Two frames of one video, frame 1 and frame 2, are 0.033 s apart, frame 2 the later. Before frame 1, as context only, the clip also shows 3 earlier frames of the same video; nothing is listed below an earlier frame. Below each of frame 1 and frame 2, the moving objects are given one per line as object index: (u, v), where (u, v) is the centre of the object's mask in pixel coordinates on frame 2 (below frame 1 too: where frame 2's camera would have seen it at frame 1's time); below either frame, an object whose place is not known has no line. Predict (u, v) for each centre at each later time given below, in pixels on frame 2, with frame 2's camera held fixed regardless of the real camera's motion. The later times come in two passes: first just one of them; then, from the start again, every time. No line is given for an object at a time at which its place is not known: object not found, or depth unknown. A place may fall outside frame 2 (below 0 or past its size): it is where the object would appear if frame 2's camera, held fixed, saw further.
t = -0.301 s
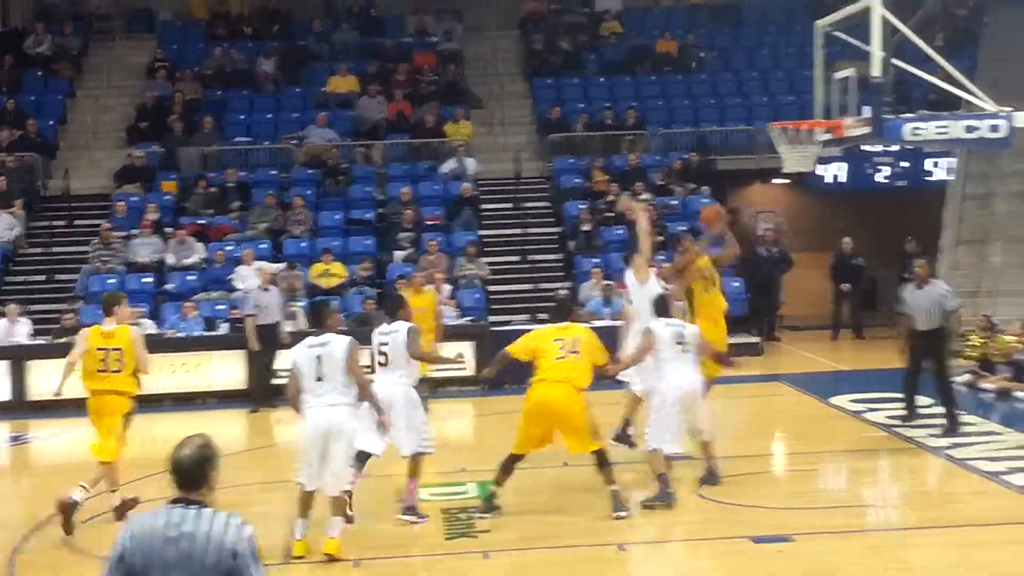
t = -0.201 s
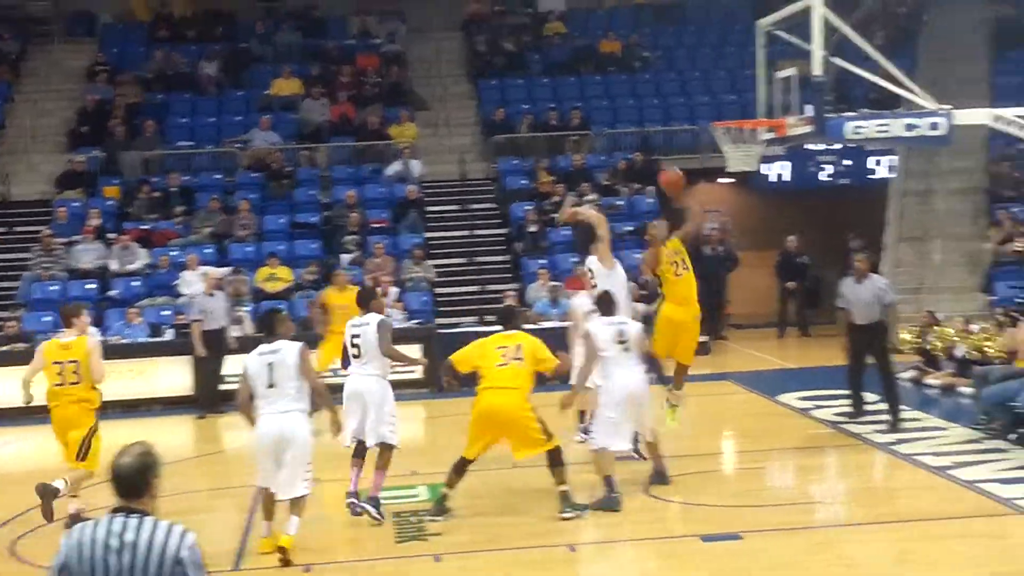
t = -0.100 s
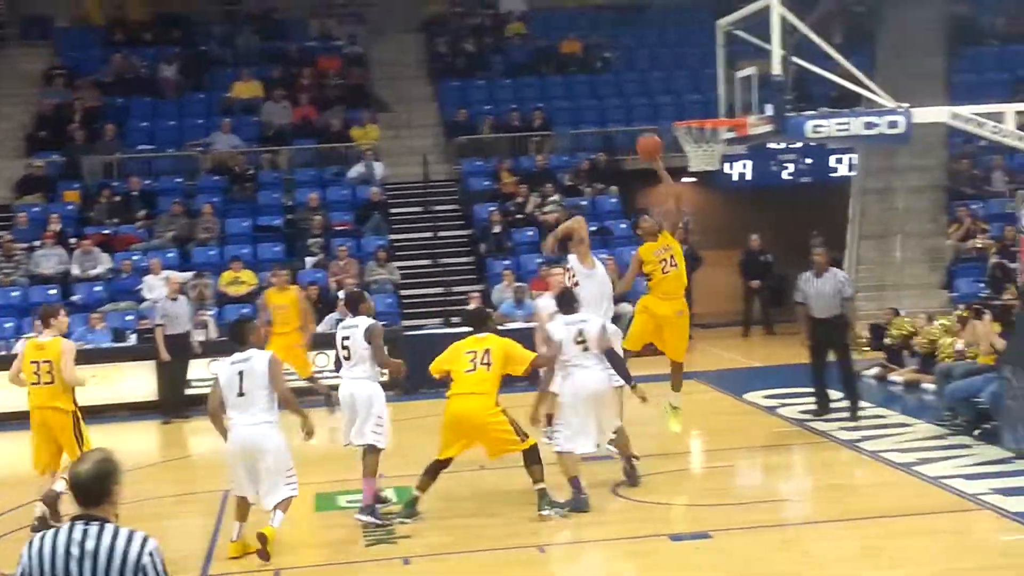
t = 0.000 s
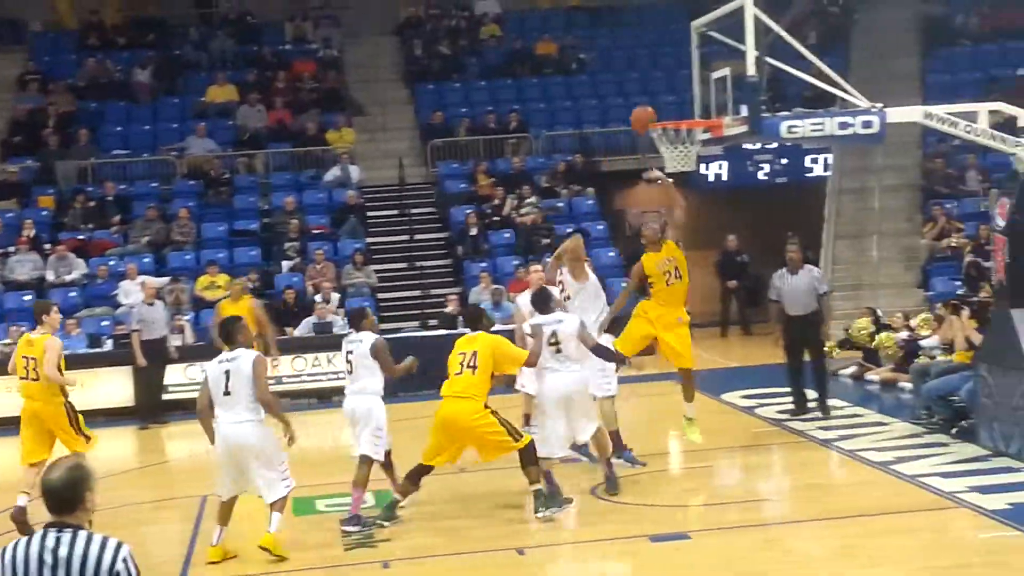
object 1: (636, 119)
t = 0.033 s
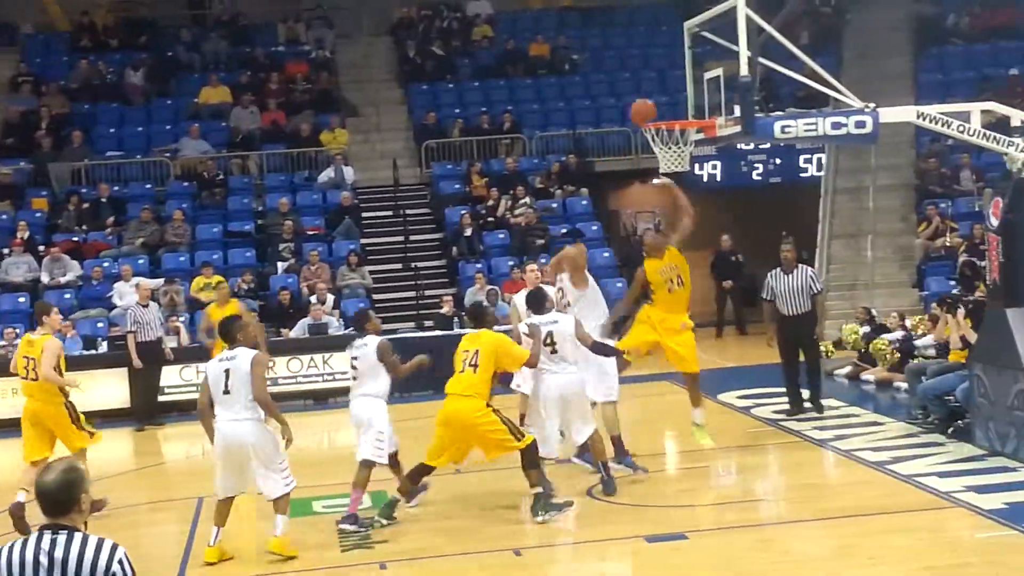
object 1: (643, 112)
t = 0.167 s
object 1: (669, 94)
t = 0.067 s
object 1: (650, 106)
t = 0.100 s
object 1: (656, 101)
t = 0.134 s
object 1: (662, 97)
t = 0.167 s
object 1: (669, 94)
